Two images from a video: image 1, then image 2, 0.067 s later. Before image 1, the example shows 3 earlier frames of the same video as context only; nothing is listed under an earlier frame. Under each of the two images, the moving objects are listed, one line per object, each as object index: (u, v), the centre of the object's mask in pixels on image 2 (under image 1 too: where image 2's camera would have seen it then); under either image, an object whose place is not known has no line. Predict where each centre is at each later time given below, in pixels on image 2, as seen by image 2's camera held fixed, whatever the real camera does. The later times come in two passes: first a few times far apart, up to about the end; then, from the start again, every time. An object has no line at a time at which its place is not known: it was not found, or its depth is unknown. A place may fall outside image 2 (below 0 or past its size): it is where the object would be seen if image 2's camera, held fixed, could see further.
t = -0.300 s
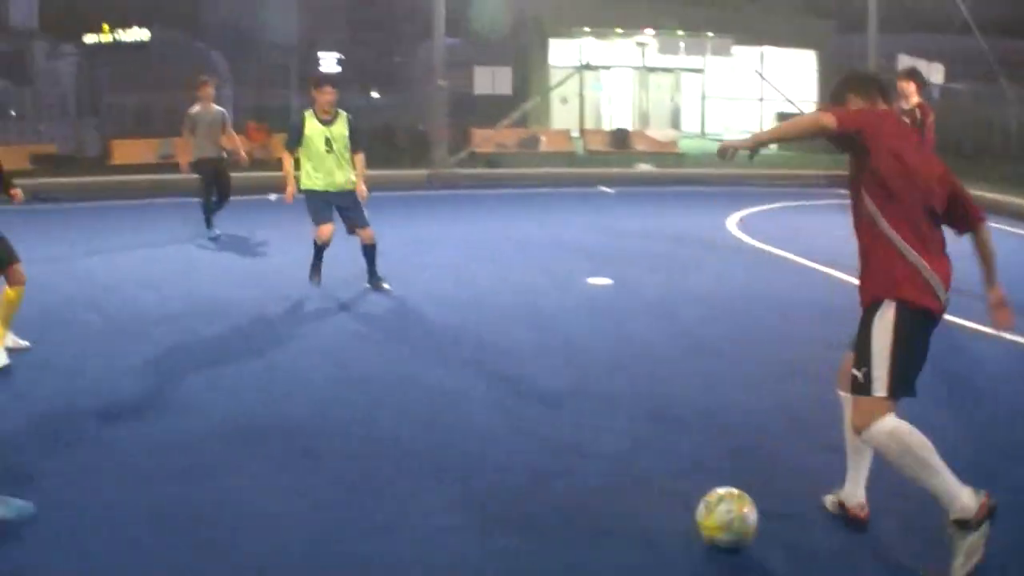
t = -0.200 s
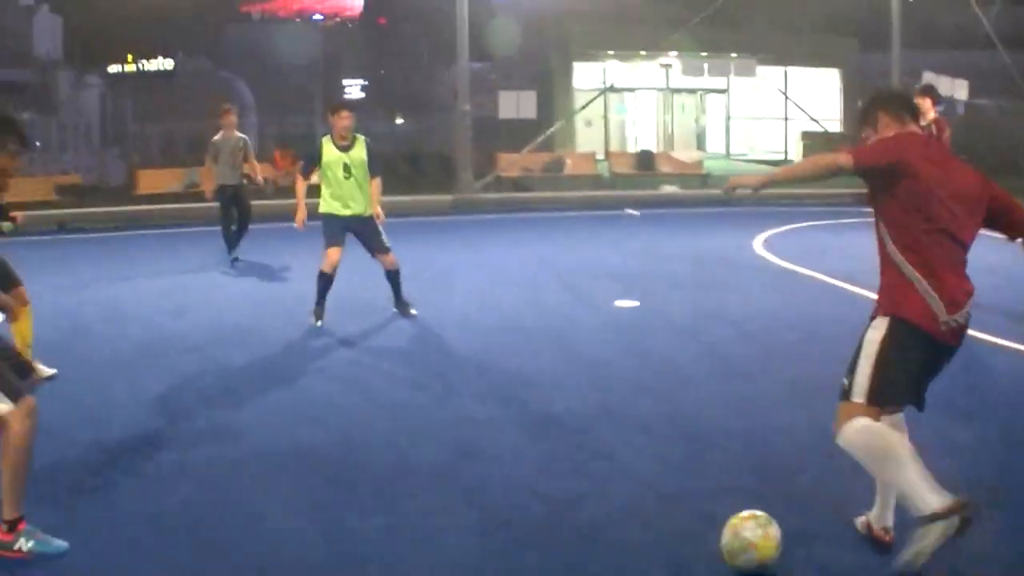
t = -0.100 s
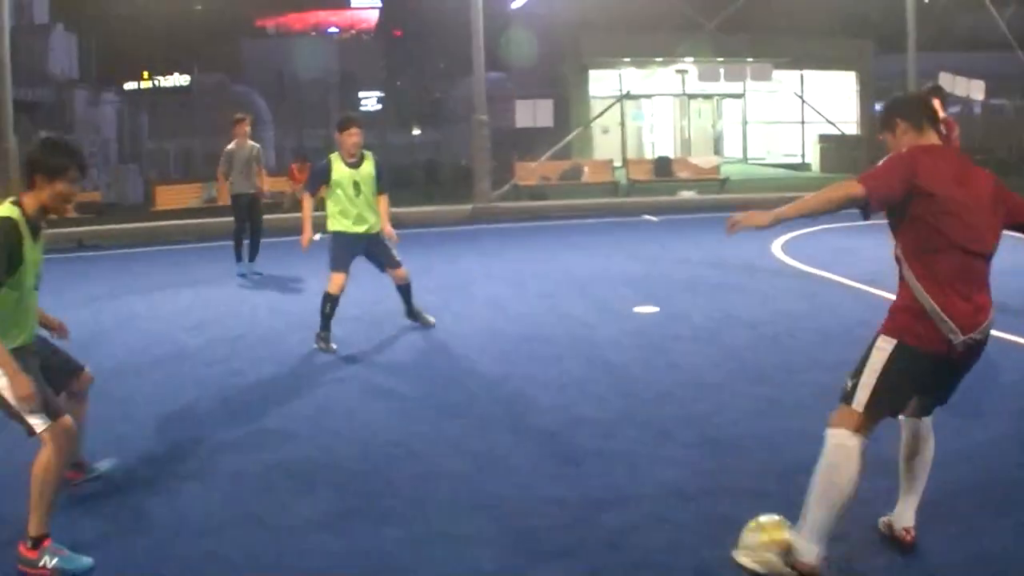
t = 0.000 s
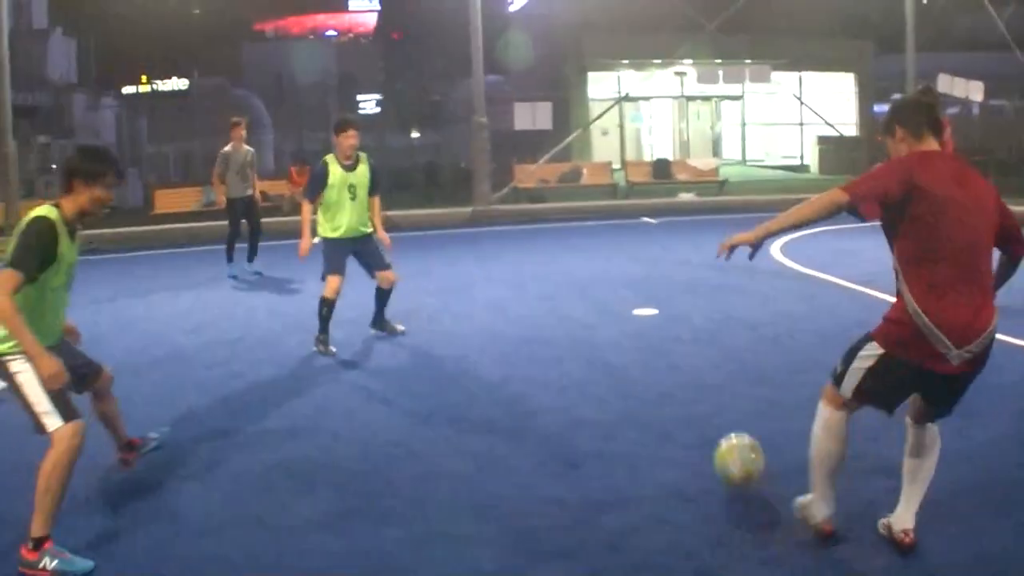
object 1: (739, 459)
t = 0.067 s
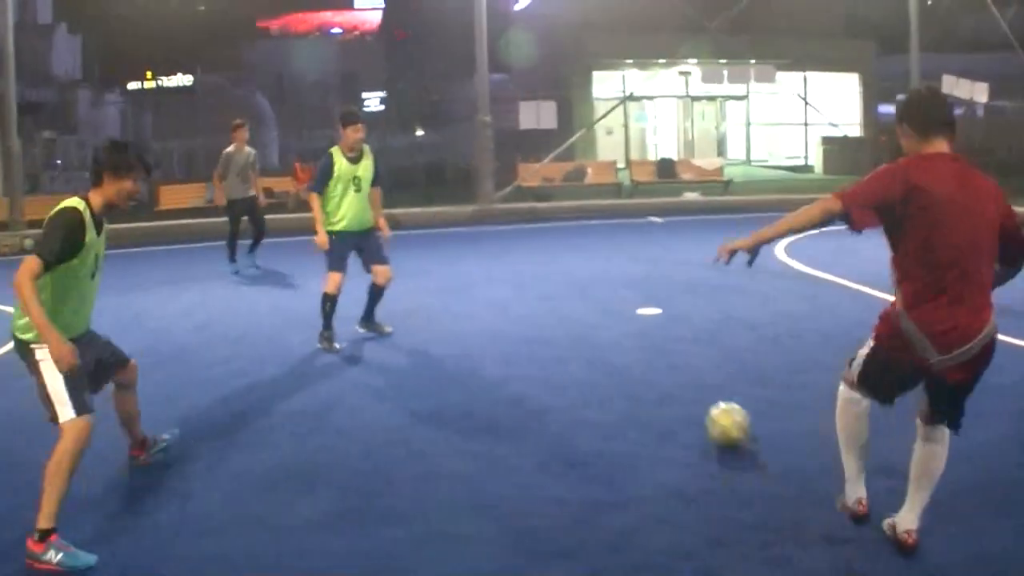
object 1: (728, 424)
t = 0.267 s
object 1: (701, 353)
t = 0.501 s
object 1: (682, 309)
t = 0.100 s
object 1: (721, 406)
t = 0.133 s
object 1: (718, 392)
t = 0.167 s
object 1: (713, 381)
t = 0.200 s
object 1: (708, 370)
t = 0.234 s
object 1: (704, 361)
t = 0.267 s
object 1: (701, 353)
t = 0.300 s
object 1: (698, 345)
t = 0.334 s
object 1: (695, 338)
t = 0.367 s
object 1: (692, 330)
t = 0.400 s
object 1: (688, 325)
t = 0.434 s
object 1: (686, 319)
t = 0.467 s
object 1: (684, 314)
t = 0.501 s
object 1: (682, 309)
